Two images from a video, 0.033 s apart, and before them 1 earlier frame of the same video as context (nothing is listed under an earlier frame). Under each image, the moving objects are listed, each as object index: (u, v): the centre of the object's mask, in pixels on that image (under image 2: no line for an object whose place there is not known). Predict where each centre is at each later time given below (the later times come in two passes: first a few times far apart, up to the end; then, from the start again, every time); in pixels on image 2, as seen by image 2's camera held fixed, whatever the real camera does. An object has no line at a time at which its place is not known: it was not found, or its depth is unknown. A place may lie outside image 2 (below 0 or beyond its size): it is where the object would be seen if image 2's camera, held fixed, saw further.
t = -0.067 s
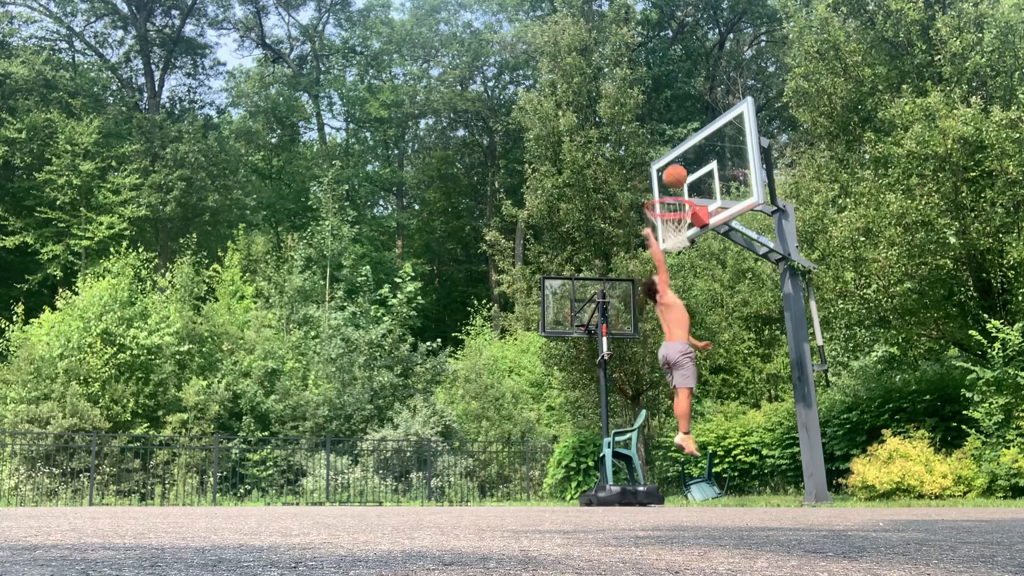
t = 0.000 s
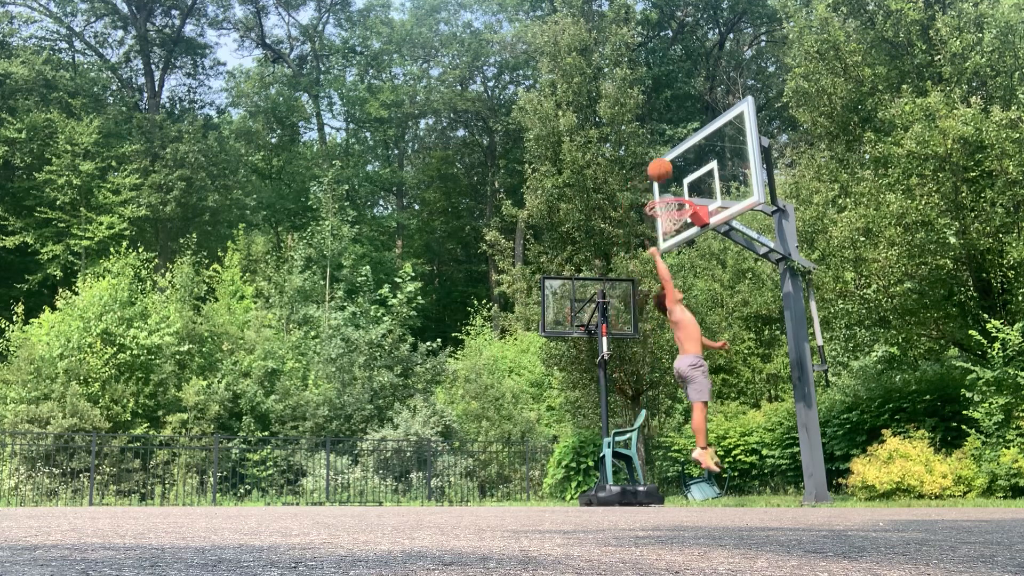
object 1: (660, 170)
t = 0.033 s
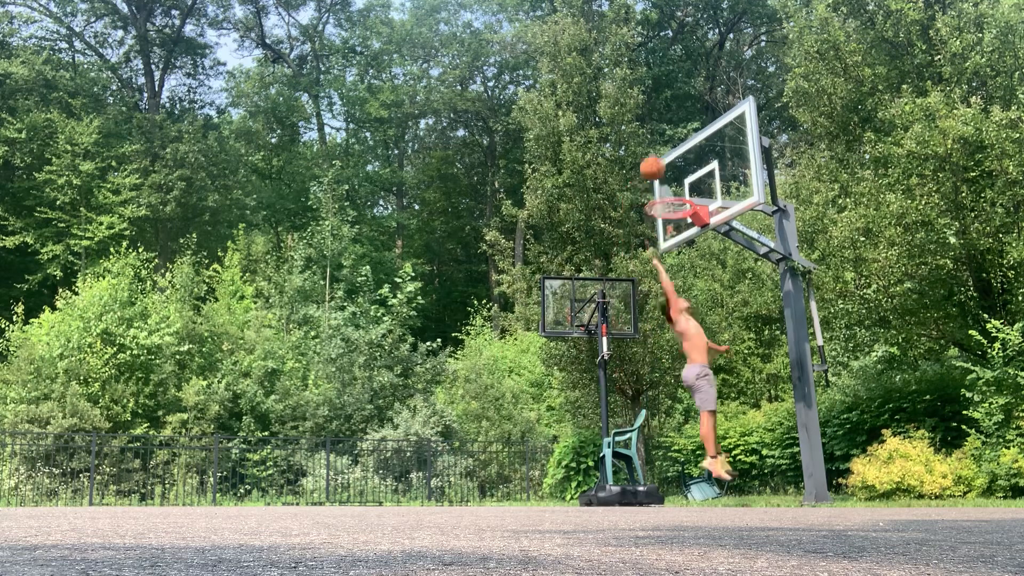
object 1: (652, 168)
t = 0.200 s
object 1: (615, 174)
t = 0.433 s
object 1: (562, 231)
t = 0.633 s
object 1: (514, 330)
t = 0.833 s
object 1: (459, 488)
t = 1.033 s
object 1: (447, 371)
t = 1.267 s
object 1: (434, 287)
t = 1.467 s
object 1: (424, 266)
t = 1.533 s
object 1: (421, 268)
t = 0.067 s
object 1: (645, 167)
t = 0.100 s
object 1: (638, 168)
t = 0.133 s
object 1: (630, 169)
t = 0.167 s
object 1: (623, 171)
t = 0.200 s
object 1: (615, 174)
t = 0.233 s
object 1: (609, 179)
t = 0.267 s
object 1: (601, 185)
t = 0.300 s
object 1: (593, 192)
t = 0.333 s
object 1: (585, 200)
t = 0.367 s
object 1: (578, 209)
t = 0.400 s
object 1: (570, 220)
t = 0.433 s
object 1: (562, 231)
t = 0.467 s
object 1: (554, 243)
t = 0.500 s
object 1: (546, 259)
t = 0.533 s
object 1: (538, 274)
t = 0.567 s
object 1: (530, 291)
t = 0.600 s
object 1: (522, 310)
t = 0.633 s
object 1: (514, 330)
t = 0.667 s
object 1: (505, 352)
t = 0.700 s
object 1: (497, 376)
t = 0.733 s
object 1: (488, 401)
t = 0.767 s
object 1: (479, 428)
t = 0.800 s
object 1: (470, 457)
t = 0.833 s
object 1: (459, 488)
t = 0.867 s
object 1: (457, 472)
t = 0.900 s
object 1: (455, 449)
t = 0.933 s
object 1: (453, 427)
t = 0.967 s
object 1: (451, 407)
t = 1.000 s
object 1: (449, 388)
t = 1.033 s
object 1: (447, 371)
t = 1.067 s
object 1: (446, 355)
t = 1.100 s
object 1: (443, 340)
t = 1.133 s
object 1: (442, 327)
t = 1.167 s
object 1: (440, 316)
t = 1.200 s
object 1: (438, 305)
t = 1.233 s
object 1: (436, 296)
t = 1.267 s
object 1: (434, 287)
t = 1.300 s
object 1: (432, 281)
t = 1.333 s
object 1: (431, 275)
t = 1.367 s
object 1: (429, 271)
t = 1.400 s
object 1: (427, 268)
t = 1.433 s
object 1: (425, 267)
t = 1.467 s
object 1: (424, 266)
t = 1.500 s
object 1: (422, 267)
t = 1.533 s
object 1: (421, 268)
